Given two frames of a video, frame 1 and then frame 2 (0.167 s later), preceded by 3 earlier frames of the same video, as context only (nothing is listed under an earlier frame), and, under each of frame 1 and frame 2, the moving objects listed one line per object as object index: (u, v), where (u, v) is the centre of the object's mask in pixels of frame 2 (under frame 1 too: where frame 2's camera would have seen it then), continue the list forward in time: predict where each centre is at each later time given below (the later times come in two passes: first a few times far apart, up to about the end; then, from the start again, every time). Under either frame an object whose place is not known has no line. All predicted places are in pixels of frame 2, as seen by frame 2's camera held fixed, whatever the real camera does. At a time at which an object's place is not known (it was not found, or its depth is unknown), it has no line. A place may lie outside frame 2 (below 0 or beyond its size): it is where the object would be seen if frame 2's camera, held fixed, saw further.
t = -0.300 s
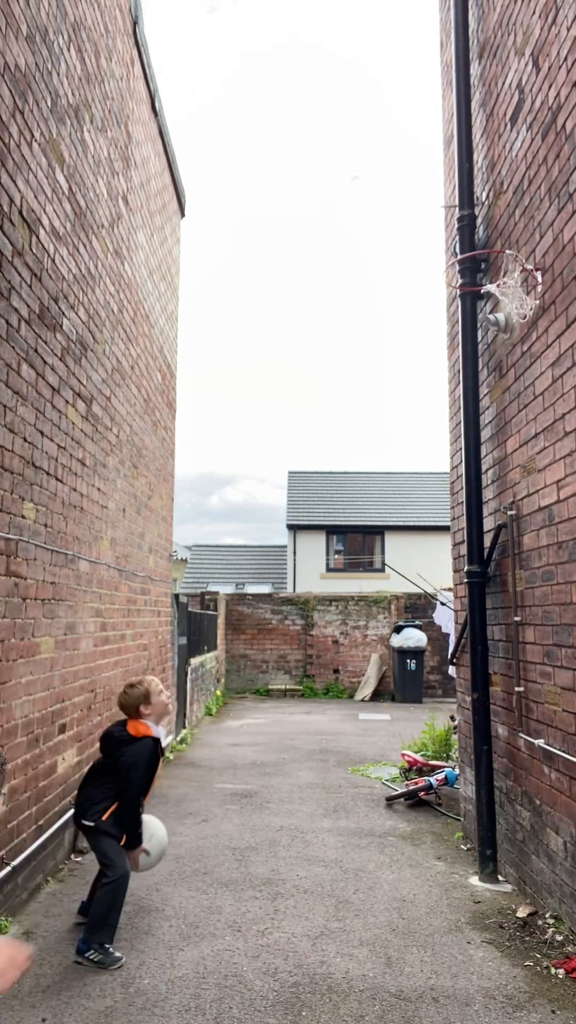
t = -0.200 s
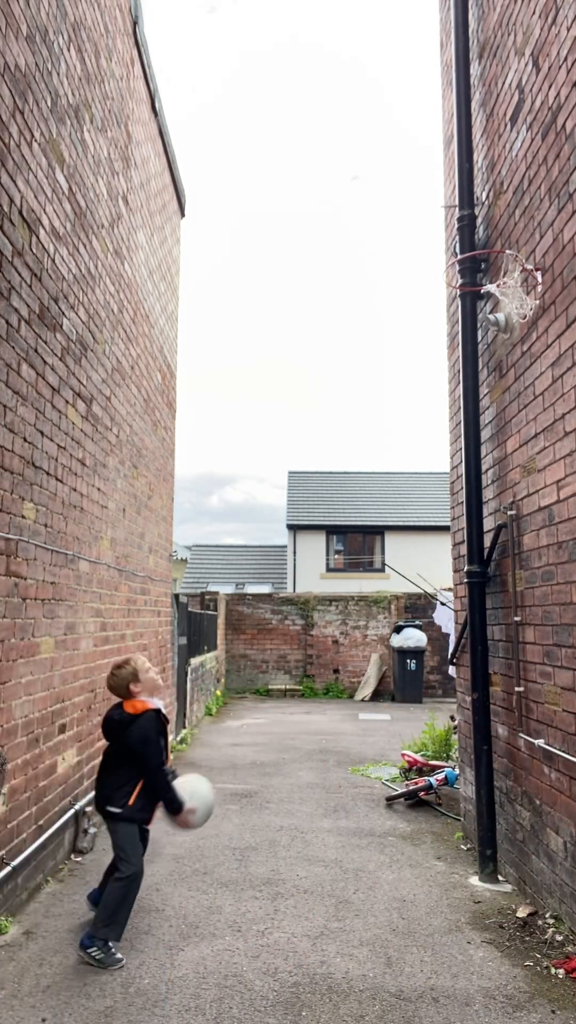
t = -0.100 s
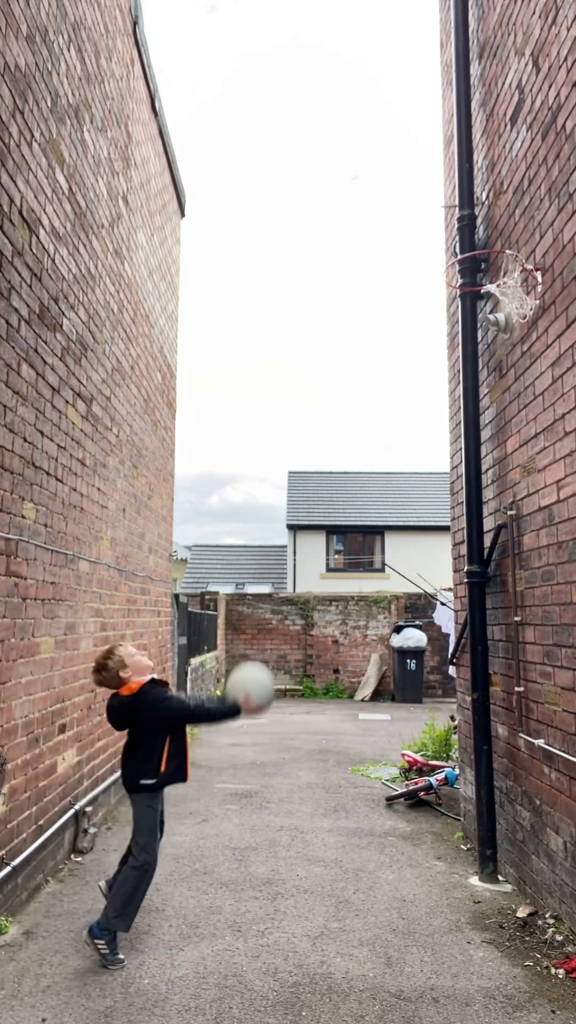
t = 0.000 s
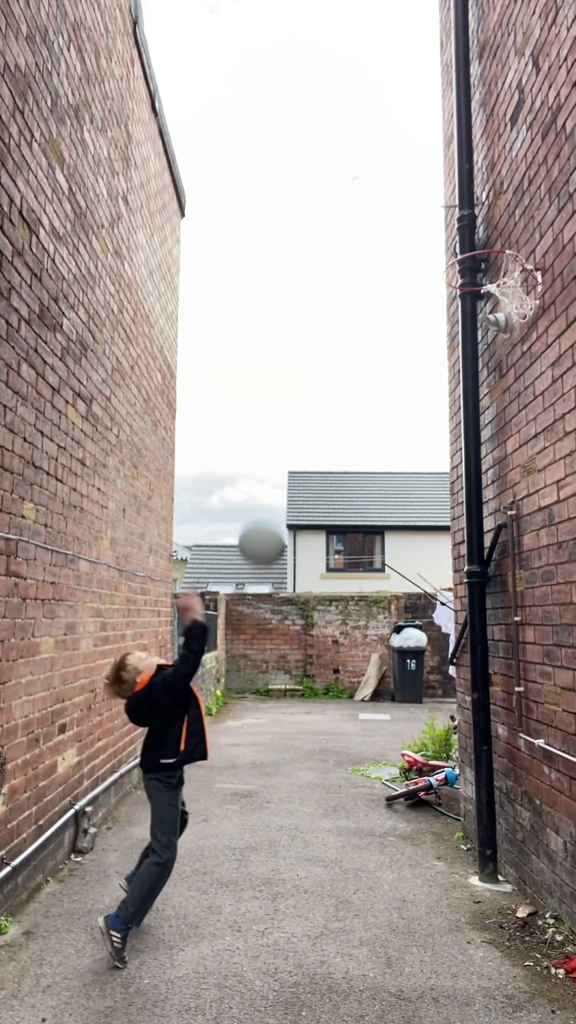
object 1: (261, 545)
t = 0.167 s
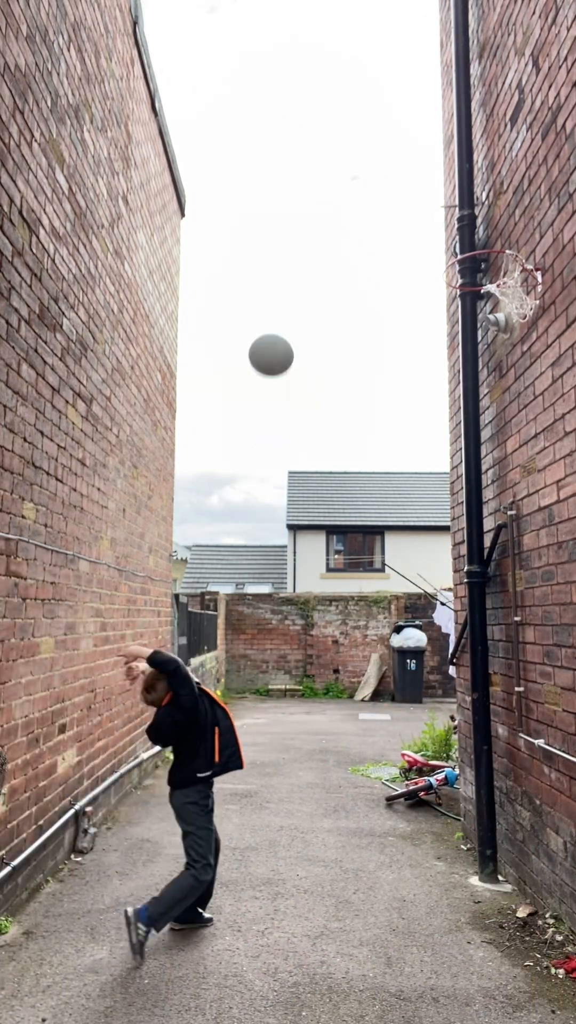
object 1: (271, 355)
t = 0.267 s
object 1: (275, 273)
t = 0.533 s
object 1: (285, 151)
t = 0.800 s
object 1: (292, 163)
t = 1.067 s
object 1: (299, 313)
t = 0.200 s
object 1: (272, 325)
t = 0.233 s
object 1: (274, 298)
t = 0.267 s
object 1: (275, 273)
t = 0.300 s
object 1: (276, 250)
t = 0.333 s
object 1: (278, 230)
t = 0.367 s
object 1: (279, 211)
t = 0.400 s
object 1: (280, 195)
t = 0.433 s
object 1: (281, 181)
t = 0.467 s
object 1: (282, 169)
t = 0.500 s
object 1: (283, 159)
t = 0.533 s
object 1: (285, 151)
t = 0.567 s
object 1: (285, 145)
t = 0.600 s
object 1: (287, 141)
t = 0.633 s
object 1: (287, 140)
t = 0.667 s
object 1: (288, 140)
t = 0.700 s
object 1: (289, 143)
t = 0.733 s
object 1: (290, 147)
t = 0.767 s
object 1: (291, 154)
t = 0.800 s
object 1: (292, 163)
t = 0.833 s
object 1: (293, 174)
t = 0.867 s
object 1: (294, 187)
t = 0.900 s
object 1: (295, 203)
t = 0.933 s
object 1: (296, 220)
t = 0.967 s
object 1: (297, 240)
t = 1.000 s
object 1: (297, 262)
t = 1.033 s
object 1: (298, 286)
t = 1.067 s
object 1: (299, 313)
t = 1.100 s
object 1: (300, 343)
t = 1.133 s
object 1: (300, 375)
